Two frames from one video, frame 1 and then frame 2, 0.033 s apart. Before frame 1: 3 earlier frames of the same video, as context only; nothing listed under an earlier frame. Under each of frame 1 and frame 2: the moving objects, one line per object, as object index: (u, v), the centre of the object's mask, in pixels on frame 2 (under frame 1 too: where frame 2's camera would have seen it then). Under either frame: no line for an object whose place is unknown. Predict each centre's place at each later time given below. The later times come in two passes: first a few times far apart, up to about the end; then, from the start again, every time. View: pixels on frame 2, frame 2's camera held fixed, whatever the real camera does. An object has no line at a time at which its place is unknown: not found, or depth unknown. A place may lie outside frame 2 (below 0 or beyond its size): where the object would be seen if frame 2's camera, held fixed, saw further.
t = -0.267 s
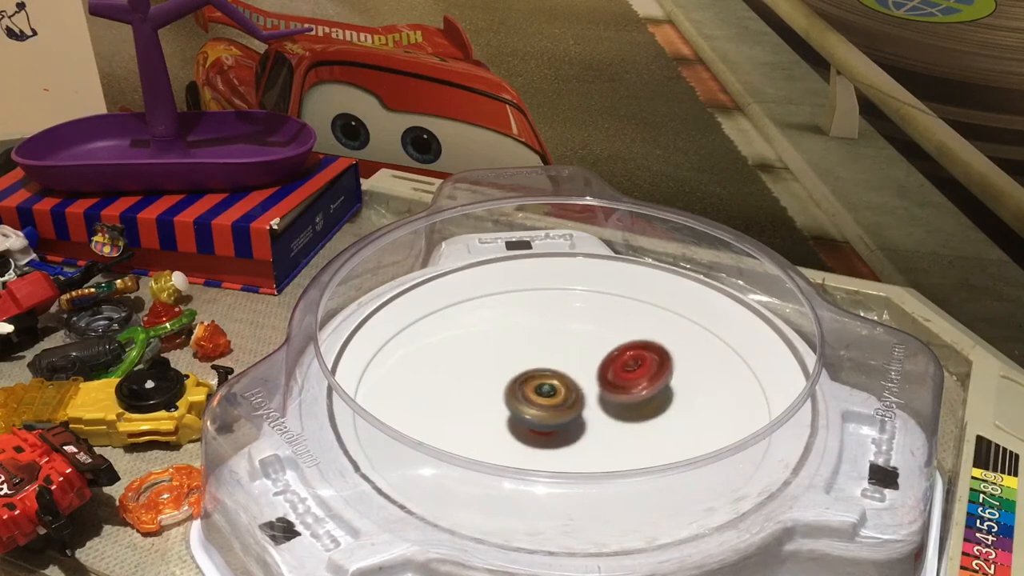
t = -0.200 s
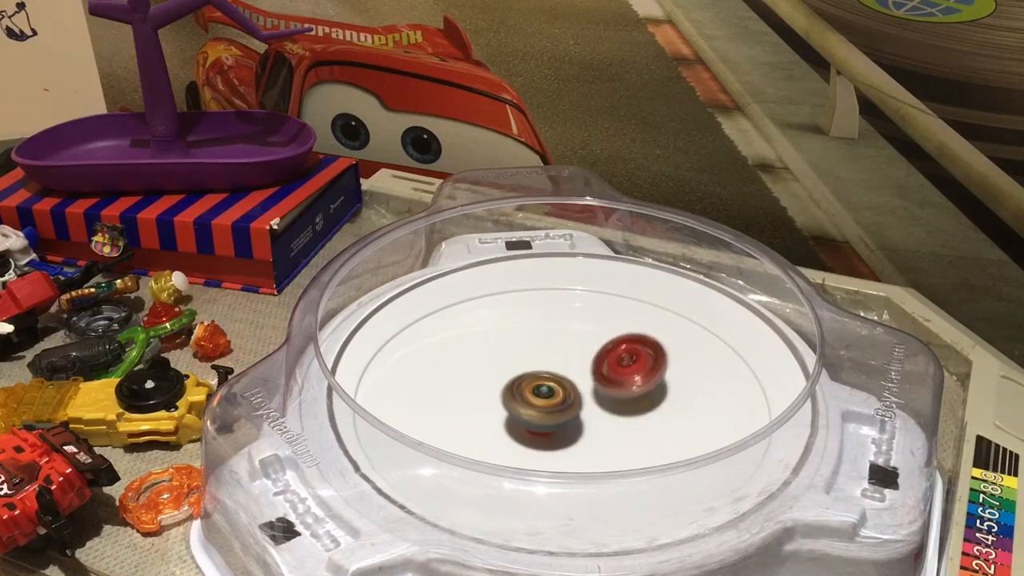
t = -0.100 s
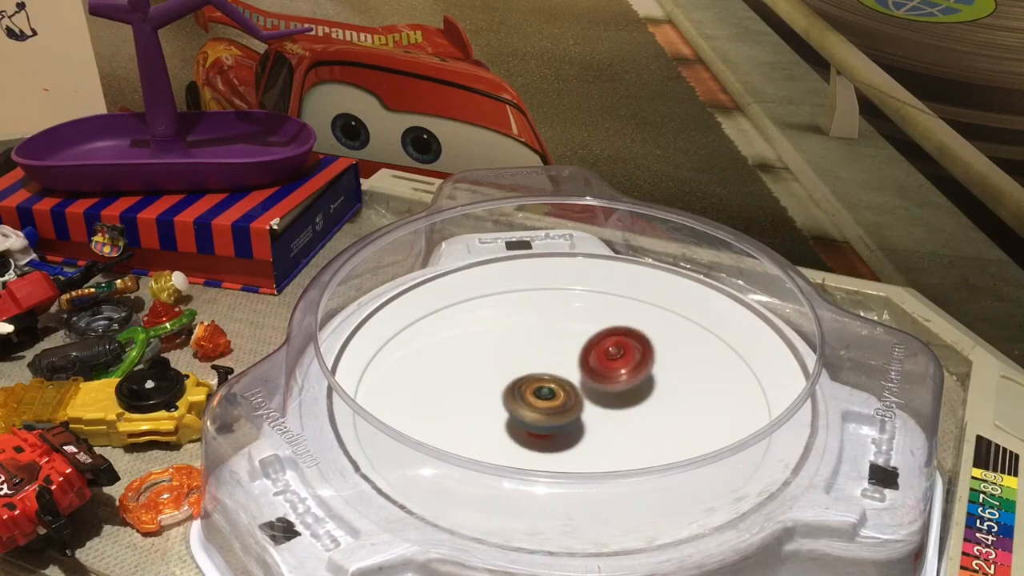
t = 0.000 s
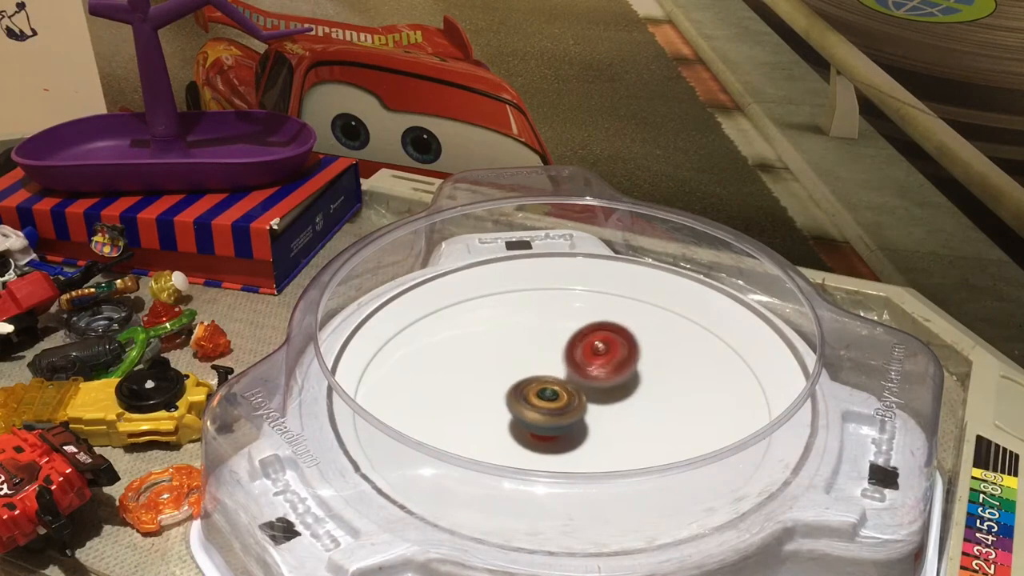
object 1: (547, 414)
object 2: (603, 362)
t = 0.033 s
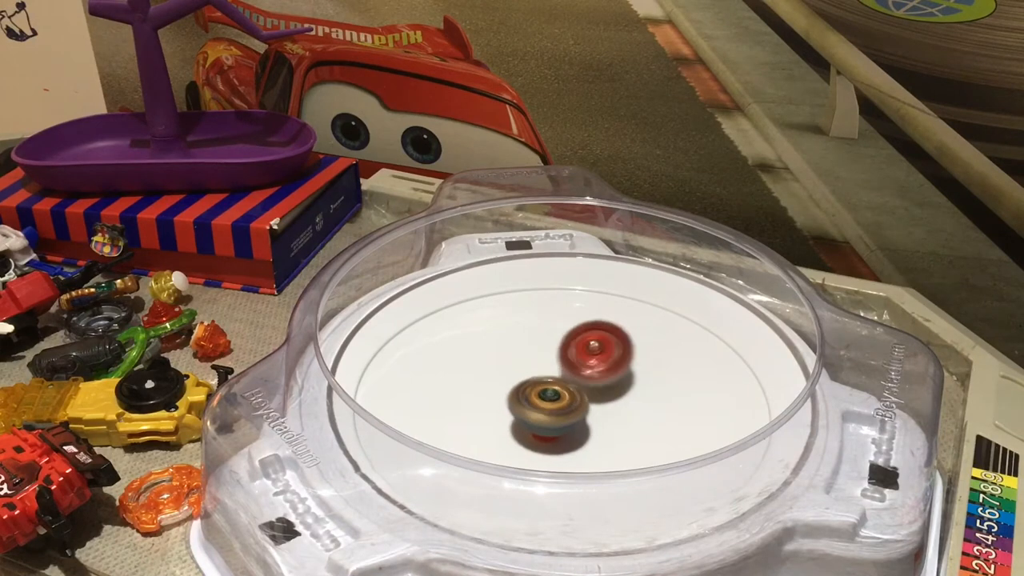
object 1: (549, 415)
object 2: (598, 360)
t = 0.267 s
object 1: (564, 421)
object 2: (552, 355)
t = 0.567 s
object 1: (589, 417)
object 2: (509, 385)
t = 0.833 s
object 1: (597, 404)
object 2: (498, 418)
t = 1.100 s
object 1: (580, 392)
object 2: (525, 440)
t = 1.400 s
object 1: (549, 391)
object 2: (584, 444)
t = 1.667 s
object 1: (541, 404)
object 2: (621, 425)
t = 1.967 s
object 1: (506, 411)
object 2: (641, 382)
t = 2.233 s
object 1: (531, 418)
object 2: (602, 362)
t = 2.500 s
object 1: (573, 423)
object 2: (540, 347)
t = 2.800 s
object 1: (585, 404)
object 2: (497, 370)
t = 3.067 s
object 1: (581, 387)
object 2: (487, 420)
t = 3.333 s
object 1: (573, 387)
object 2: (535, 461)
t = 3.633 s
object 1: (573, 400)
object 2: (614, 453)
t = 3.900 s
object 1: (564, 400)
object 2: (652, 410)
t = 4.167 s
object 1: (559, 404)
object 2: (626, 362)
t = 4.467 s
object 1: (567, 408)
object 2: (552, 341)
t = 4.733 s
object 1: (571, 403)
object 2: (494, 372)
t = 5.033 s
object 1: (566, 401)
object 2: (490, 428)
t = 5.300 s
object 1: (568, 401)
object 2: (553, 462)
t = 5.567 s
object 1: (569, 403)
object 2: (624, 445)
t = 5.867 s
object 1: (547, 393)
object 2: (650, 391)
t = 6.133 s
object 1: (550, 402)
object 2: (602, 351)
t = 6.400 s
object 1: (578, 402)
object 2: (527, 351)
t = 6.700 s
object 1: (581, 392)
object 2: (482, 397)
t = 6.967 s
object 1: (576, 400)
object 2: (513, 441)
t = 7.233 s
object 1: (584, 402)
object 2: (593, 459)
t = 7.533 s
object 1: (565, 381)
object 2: (646, 411)
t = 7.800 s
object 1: (538, 383)
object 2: (614, 361)
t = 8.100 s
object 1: (551, 418)
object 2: (534, 347)
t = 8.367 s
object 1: (597, 423)
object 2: (487, 384)
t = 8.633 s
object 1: (603, 402)
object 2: (511, 435)
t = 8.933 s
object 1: (561, 391)
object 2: (602, 455)
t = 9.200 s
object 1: (542, 411)
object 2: (649, 415)
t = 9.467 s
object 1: (563, 421)
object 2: (621, 369)
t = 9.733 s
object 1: (585, 408)
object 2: (543, 351)
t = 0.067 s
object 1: (550, 416)
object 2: (592, 359)
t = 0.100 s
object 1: (553, 416)
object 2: (586, 357)
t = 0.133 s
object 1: (554, 416)
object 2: (580, 356)
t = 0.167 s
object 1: (557, 416)
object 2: (573, 354)
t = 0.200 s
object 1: (560, 418)
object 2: (565, 354)
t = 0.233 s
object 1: (562, 420)
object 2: (559, 354)
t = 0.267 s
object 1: (564, 421)
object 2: (552, 355)
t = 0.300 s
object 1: (566, 422)
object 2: (546, 358)
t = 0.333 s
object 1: (569, 422)
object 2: (540, 360)
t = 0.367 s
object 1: (571, 422)
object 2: (534, 363)
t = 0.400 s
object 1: (574, 421)
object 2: (529, 366)
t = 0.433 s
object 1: (577, 421)
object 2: (525, 369)
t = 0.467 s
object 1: (578, 420)
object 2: (521, 373)
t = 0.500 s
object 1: (581, 419)
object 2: (517, 377)
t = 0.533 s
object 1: (585, 418)
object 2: (513, 381)
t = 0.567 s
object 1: (589, 417)
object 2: (509, 385)
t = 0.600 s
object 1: (590, 416)
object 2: (505, 389)
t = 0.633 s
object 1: (592, 415)
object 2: (502, 393)
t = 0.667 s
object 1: (595, 413)
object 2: (500, 397)
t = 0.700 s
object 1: (597, 411)
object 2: (498, 401)
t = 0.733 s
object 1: (597, 409)
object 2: (497, 405)
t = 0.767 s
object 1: (597, 407)
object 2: (497, 409)
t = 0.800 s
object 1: (597, 405)
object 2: (497, 413)
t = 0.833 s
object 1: (597, 404)
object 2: (498, 418)
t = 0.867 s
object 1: (596, 402)
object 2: (499, 422)
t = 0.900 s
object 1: (595, 400)
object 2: (502, 426)
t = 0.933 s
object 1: (593, 398)
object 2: (504, 429)
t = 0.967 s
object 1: (591, 397)
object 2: (507, 431)
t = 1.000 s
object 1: (588, 395)
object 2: (511, 434)
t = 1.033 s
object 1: (586, 394)
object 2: (516, 436)
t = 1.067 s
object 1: (583, 393)
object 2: (521, 438)
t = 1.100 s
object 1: (580, 392)
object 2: (525, 440)
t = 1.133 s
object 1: (578, 391)
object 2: (531, 441)
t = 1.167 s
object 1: (575, 390)
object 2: (536, 443)
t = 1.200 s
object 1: (571, 389)
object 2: (543, 444)
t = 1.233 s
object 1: (567, 388)
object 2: (549, 444)
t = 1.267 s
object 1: (564, 387)
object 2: (556, 445)
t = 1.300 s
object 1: (560, 388)
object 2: (562, 445)
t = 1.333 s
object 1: (556, 388)
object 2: (569, 445)
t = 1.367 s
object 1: (553, 389)
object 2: (576, 445)
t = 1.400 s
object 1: (549, 391)
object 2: (584, 444)
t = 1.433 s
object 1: (546, 392)
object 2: (591, 443)
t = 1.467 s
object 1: (544, 393)
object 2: (597, 441)
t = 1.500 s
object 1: (543, 394)
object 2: (603, 440)
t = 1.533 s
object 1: (542, 397)
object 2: (608, 438)
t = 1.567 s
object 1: (541, 398)
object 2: (612, 436)
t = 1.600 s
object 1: (541, 400)
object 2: (616, 433)
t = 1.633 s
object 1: (541, 402)
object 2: (619, 429)
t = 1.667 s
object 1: (541, 404)
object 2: (621, 425)
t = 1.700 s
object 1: (542, 405)
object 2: (624, 421)
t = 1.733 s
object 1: (540, 407)
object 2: (628, 416)
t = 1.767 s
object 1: (527, 408)
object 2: (640, 410)
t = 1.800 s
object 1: (517, 408)
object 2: (646, 404)
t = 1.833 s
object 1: (509, 408)
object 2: (647, 399)
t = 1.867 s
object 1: (507, 408)
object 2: (647, 395)
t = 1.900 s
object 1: (506, 409)
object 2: (646, 390)
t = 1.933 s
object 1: (505, 410)
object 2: (644, 386)
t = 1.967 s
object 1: (506, 411)
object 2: (641, 382)
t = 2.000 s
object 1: (507, 413)
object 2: (638, 379)
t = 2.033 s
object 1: (509, 414)
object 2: (634, 376)
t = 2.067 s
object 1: (512, 415)
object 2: (630, 373)
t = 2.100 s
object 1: (514, 417)
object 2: (625, 370)
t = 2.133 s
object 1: (518, 417)
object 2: (620, 367)
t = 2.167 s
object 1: (522, 418)
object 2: (614, 365)
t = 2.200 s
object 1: (526, 419)
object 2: (608, 363)
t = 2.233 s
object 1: (531, 418)
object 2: (602, 362)
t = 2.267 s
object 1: (536, 418)
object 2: (595, 360)
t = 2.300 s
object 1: (541, 417)
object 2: (589, 359)
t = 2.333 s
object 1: (547, 416)
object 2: (582, 356)
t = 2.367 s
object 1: (552, 415)
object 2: (575, 353)
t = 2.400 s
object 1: (558, 417)
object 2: (564, 351)
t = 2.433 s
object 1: (566, 422)
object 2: (555, 348)
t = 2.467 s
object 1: (569, 424)
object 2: (547, 347)
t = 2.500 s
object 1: (573, 423)
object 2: (540, 347)
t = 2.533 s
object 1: (575, 423)
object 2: (534, 348)
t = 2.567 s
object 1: (578, 421)
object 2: (528, 349)
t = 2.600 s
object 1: (580, 419)
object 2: (523, 350)
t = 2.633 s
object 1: (582, 417)
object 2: (517, 353)
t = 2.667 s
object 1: (584, 415)
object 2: (512, 355)
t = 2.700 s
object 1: (585, 413)
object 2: (508, 358)
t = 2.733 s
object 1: (586, 410)
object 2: (504, 362)
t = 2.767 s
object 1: (585, 407)
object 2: (500, 365)
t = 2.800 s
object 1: (585, 404)
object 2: (497, 370)
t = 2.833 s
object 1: (583, 402)
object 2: (495, 375)
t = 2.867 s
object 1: (582, 400)
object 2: (493, 380)
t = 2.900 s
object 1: (580, 397)
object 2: (492, 385)
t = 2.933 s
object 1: (577, 396)
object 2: (492, 391)
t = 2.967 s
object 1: (574, 394)
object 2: (493, 398)
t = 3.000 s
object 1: (578, 391)
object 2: (488, 405)
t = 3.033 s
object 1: (581, 388)
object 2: (485, 413)
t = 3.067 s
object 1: (581, 387)
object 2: (487, 420)
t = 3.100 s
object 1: (581, 386)
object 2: (491, 426)
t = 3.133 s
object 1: (581, 385)
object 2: (495, 431)
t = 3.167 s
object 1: (580, 385)
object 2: (500, 435)
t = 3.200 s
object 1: (579, 385)
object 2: (505, 438)
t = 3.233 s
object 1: (577, 385)
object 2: (512, 442)
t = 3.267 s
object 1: (576, 385)
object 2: (519, 444)
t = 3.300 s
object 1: (574, 386)
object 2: (527, 458)
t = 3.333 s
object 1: (573, 387)
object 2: (535, 461)
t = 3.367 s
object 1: (572, 389)
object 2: (544, 463)
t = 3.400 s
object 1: (571, 390)
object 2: (553, 464)
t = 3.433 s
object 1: (571, 392)
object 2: (562, 465)
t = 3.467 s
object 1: (570, 393)
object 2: (571, 465)
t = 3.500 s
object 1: (571, 395)
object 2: (580, 464)
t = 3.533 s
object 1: (571, 396)
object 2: (589, 463)
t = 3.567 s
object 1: (571, 398)
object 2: (597, 461)
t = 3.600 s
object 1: (572, 399)
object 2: (605, 458)
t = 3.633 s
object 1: (573, 400)
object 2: (614, 453)
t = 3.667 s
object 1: (574, 402)
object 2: (620, 449)
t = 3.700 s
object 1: (572, 403)
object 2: (627, 444)
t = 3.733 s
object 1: (569, 403)
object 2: (637, 440)
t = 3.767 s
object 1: (568, 402)
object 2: (643, 436)
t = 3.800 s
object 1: (567, 402)
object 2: (647, 429)
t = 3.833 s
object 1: (566, 401)
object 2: (649, 423)
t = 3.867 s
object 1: (566, 401)
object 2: (651, 416)
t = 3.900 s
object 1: (564, 400)
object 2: (652, 410)
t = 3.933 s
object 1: (563, 401)
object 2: (652, 403)
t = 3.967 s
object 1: (562, 400)
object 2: (651, 396)
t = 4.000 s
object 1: (561, 401)
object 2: (649, 389)
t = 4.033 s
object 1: (561, 401)
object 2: (646, 383)
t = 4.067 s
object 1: (560, 402)
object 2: (642, 377)
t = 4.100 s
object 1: (559, 402)
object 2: (638, 372)
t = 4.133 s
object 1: (559, 403)
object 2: (632, 366)
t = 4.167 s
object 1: (559, 404)
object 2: (626, 362)
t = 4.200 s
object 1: (559, 405)
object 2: (620, 357)
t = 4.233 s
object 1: (560, 405)
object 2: (613, 353)
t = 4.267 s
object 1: (561, 406)
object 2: (605, 349)
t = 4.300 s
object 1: (561, 407)
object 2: (597, 346)
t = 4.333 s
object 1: (562, 407)
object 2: (588, 343)
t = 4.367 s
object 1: (563, 407)
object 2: (580, 341)
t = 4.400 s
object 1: (565, 408)
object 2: (571, 340)
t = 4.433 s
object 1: (566, 408)
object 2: (562, 340)
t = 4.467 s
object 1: (567, 408)
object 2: (552, 341)
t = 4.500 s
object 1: (568, 407)
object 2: (543, 342)
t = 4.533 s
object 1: (569, 407)
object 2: (535, 346)
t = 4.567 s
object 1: (570, 406)
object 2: (526, 348)
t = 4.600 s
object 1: (571, 406)
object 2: (518, 353)
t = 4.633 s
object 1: (571, 405)
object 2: (511, 357)
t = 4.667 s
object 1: (571, 404)
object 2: (504, 361)
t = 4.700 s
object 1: (571, 403)
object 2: (498, 367)
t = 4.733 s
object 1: (571, 403)
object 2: (494, 372)
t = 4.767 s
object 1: (570, 402)
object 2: (490, 377)
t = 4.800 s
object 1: (570, 402)
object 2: (486, 383)
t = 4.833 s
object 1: (569, 401)
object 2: (483, 390)
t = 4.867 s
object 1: (569, 401)
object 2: (482, 396)
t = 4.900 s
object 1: (568, 401)
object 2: (481, 403)
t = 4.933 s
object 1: (568, 401)
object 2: (482, 410)
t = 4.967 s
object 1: (567, 401)
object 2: (484, 416)
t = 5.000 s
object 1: (566, 401)
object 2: (486, 423)
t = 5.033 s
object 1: (566, 401)
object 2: (490, 428)
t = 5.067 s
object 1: (566, 402)
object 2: (495, 432)
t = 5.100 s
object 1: (566, 402)
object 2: (501, 436)
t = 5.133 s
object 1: (566, 402)
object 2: (508, 440)
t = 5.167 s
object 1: (566, 402)
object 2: (515, 443)
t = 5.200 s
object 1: (566, 403)
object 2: (524, 455)
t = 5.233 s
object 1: (567, 402)
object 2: (534, 458)
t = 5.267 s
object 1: (567, 402)
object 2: (543, 461)
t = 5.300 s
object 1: (568, 401)
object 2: (553, 462)
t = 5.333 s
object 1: (567, 401)
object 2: (562, 462)
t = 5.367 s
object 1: (568, 401)
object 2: (572, 463)
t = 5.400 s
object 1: (568, 401)
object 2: (581, 458)
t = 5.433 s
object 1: (569, 401)
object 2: (591, 450)
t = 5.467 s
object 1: (568, 402)
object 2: (599, 449)
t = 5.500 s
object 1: (569, 402)
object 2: (608, 454)
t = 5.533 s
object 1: (569, 402)
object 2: (616, 450)
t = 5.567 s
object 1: (569, 403)
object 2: (624, 445)
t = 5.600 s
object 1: (567, 404)
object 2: (633, 438)
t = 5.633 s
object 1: (566, 400)
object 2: (641, 436)
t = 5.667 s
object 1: (564, 397)
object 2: (646, 430)
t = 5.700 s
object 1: (559, 396)
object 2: (650, 424)
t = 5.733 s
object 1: (556, 394)
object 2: (652, 417)
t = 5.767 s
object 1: (553, 393)
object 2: (654, 410)
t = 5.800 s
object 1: (550, 393)
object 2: (653, 404)
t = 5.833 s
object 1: (549, 394)
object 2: (652, 397)
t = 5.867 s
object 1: (547, 393)
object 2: (650, 391)
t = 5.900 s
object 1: (546, 394)
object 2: (647, 384)
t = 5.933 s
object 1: (545, 394)
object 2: (642, 378)
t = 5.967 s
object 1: (544, 396)
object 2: (637, 373)
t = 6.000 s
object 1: (545, 397)
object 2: (632, 367)
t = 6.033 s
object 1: (545, 398)
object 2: (625, 363)
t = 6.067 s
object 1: (546, 400)
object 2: (618, 359)
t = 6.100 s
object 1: (548, 401)
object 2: (610, 355)
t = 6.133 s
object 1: (550, 402)
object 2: (602, 351)
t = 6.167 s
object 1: (552, 403)
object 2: (594, 348)
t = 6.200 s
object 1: (555, 404)
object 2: (585, 345)
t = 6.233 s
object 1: (560, 404)
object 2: (576, 342)
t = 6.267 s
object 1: (562, 405)
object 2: (566, 342)
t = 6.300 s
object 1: (567, 405)
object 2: (554, 342)
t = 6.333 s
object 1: (571, 404)
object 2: (545, 344)
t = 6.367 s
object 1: (574, 404)
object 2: (535, 347)
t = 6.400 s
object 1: (578, 402)
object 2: (527, 351)
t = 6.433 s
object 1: (580, 401)
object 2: (519, 354)
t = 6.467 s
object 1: (582, 398)
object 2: (512, 359)
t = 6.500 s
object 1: (583, 397)
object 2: (506, 363)
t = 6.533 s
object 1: (583, 396)
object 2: (500, 368)
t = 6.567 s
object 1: (583, 395)
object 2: (494, 373)
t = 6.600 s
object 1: (583, 394)
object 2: (489, 378)
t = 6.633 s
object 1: (583, 393)
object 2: (486, 384)
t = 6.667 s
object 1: (582, 392)
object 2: (484, 390)
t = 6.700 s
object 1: (581, 392)
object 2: (482, 397)
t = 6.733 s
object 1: (580, 392)
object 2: (482, 404)
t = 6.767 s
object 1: (579, 393)
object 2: (483, 410)
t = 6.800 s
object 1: (578, 393)
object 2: (485, 417)
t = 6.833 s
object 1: (577, 394)
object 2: (489, 424)
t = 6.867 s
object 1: (576, 395)
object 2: (494, 429)
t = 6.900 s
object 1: (575, 397)
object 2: (499, 433)
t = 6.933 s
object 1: (575, 398)
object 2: (506, 437)
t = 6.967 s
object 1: (576, 400)
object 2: (513, 441)
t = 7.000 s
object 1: (576, 402)
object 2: (522, 451)
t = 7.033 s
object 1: (578, 402)
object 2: (531, 455)
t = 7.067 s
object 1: (579, 403)
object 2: (541, 458)
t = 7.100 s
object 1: (580, 403)
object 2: (552, 460)
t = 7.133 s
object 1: (582, 403)
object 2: (563, 460)
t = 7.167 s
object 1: (584, 402)
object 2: (573, 460)
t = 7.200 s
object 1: (584, 402)
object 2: (583, 460)
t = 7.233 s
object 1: (584, 402)
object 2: (593, 459)
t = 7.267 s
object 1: (584, 401)
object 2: (602, 457)
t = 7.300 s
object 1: (584, 401)
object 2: (611, 453)
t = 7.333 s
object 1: (582, 401)
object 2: (619, 449)
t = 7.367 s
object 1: (579, 400)
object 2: (628, 443)
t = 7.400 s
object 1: (577, 397)
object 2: (635, 437)
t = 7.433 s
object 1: (575, 392)
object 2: (640, 432)
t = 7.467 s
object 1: (572, 389)
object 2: (644, 425)
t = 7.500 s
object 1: (569, 385)
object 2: (646, 418)
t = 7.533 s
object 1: (565, 381)
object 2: (646, 411)
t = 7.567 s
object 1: (560, 380)
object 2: (646, 404)
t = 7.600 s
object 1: (556, 378)
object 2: (645, 397)
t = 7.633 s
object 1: (551, 377)
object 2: (642, 390)
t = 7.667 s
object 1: (548, 377)
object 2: (638, 383)
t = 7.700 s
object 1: (545, 377)
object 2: (633, 377)
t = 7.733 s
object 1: (543, 378)
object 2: (627, 372)
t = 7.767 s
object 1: (541, 380)
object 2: (621, 366)
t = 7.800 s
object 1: (538, 383)
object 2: (614, 361)
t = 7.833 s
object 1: (535, 386)
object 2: (607, 357)
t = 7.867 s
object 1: (536, 389)
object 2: (599, 353)
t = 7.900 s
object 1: (535, 394)
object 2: (590, 349)
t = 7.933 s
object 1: (534, 398)
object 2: (582, 346)
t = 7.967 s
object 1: (537, 402)
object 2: (573, 344)
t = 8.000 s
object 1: (539, 407)
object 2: (562, 343)
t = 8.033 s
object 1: (542, 411)
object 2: (553, 343)
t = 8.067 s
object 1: (548, 415)
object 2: (543, 344)
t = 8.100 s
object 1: (551, 418)
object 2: (534, 347)
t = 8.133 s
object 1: (557, 421)
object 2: (526, 350)
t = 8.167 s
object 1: (563, 423)
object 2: (519, 354)
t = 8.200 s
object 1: (567, 424)
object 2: (511, 358)
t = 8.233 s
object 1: (575, 424)
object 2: (505, 362)
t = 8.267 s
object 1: (580, 425)
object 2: (499, 366)
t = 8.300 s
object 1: (584, 425)
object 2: (494, 372)
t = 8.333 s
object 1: (592, 424)
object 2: (490, 378)
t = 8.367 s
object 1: (597, 423)
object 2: (487, 384)
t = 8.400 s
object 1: (599, 422)
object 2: (485, 390)
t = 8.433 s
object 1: (603, 418)
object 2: (486, 397)
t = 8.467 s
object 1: (606, 416)
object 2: (487, 404)
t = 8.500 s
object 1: (606, 415)
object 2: (489, 411)
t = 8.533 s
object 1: (606, 411)
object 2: (492, 418)
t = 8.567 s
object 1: (608, 407)
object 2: (497, 425)
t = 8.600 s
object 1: (605, 405)
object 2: (504, 431)
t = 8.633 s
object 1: (603, 402)
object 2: (511, 435)
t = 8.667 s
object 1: (601, 399)
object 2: (519, 439)
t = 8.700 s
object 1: (597, 397)
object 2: (528, 442)
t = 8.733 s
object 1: (592, 394)
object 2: (537, 445)
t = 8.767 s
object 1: (588, 392)
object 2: (548, 447)
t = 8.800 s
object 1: (582, 390)
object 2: (558, 448)
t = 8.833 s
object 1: (577, 389)
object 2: (570, 457)
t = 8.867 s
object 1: (572, 390)
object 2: (581, 458)
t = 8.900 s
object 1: (565, 390)
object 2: (592, 449)
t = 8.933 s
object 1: (561, 391)
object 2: (602, 455)
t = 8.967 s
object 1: (557, 393)
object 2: (612, 452)
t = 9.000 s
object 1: (551, 395)
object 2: (619, 443)
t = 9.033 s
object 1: (547, 397)
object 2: (628, 442)
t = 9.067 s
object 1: (547, 399)
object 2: (635, 439)
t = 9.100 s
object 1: (543, 403)
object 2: (640, 433)
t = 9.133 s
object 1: (539, 405)
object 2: (644, 428)
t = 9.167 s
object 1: (540, 408)
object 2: (647, 422)
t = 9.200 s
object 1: (542, 411)
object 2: (649, 415)
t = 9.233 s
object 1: (540, 414)
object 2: (650, 409)
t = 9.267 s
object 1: (542, 416)
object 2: (649, 403)
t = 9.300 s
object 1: (546, 417)
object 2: (646, 397)
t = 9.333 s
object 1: (549, 420)
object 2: (643, 390)
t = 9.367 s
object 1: (552, 421)
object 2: (639, 385)
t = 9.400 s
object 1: (556, 422)
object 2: (634, 380)
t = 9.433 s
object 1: (559, 422)
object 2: (627, 375)
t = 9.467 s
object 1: (563, 421)
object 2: (621, 369)
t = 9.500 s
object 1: (568, 420)
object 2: (615, 364)
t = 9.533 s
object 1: (570, 420)
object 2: (606, 360)
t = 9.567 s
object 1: (573, 417)
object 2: (596, 355)
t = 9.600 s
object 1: (577, 415)
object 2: (586, 351)
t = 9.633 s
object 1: (579, 412)
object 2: (576, 350)
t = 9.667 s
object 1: (579, 411)
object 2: (565, 349)
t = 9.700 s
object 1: (582, 410)
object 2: (553, 349)
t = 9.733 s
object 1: (585, 408)
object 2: (543, 351)
